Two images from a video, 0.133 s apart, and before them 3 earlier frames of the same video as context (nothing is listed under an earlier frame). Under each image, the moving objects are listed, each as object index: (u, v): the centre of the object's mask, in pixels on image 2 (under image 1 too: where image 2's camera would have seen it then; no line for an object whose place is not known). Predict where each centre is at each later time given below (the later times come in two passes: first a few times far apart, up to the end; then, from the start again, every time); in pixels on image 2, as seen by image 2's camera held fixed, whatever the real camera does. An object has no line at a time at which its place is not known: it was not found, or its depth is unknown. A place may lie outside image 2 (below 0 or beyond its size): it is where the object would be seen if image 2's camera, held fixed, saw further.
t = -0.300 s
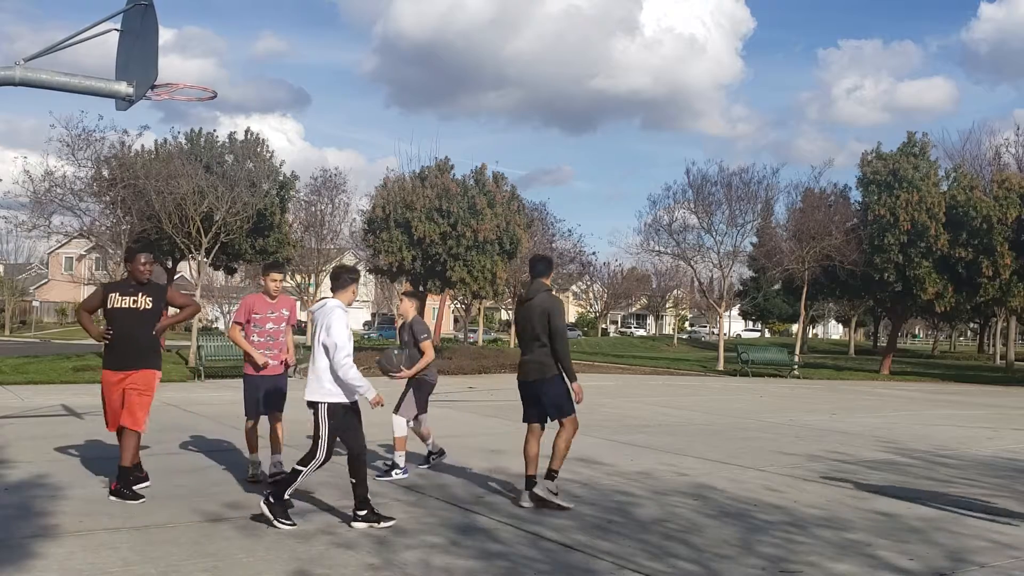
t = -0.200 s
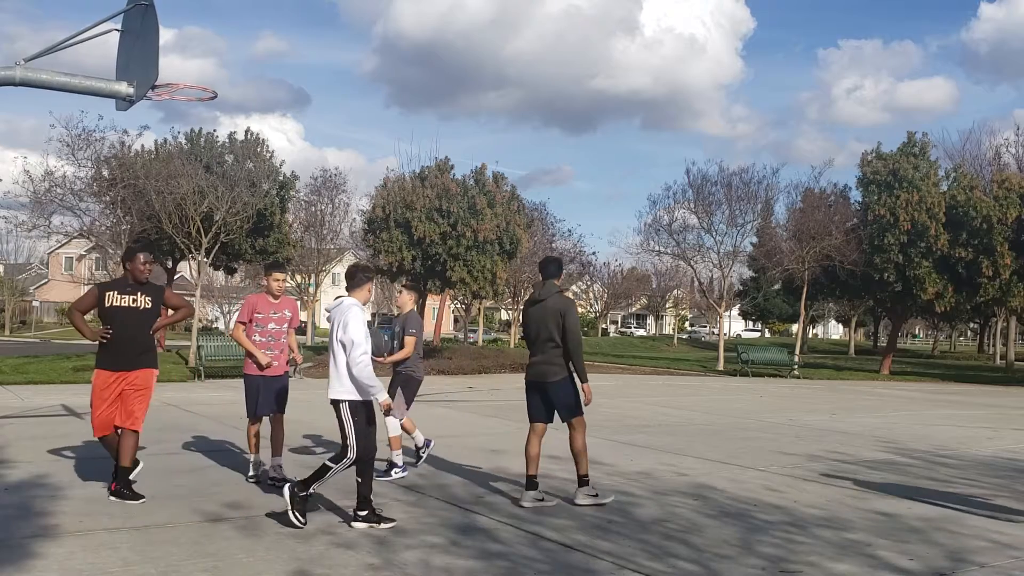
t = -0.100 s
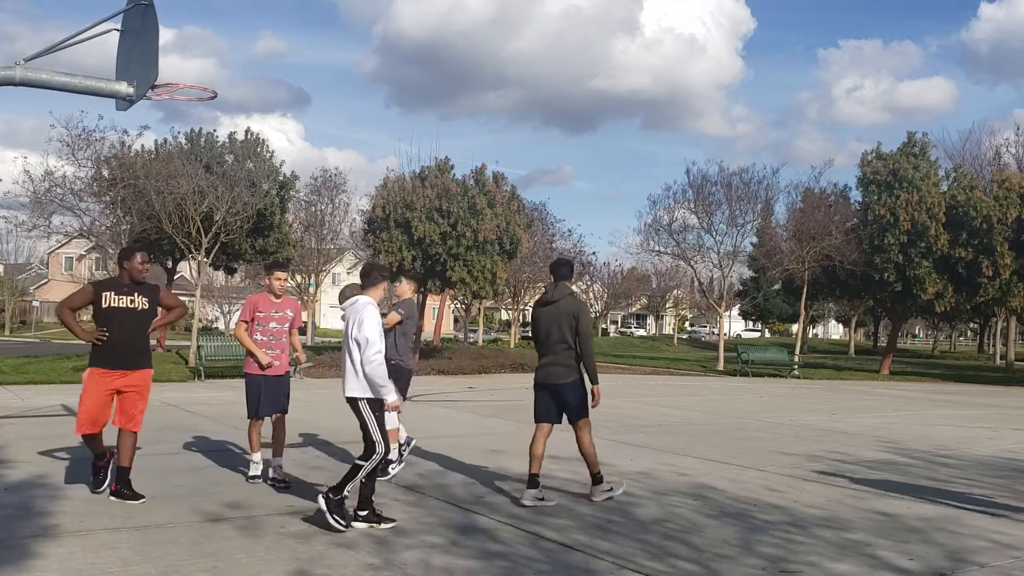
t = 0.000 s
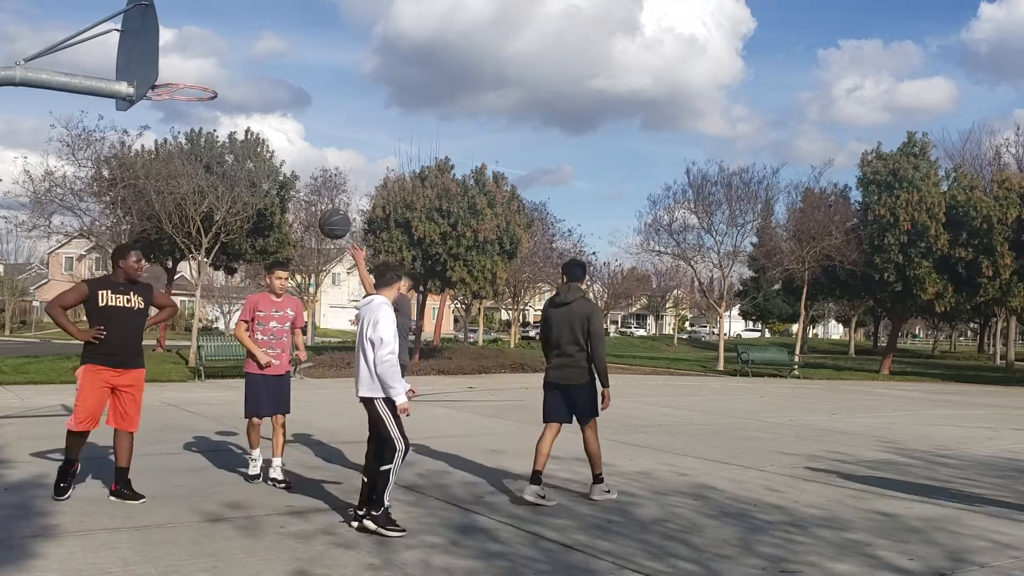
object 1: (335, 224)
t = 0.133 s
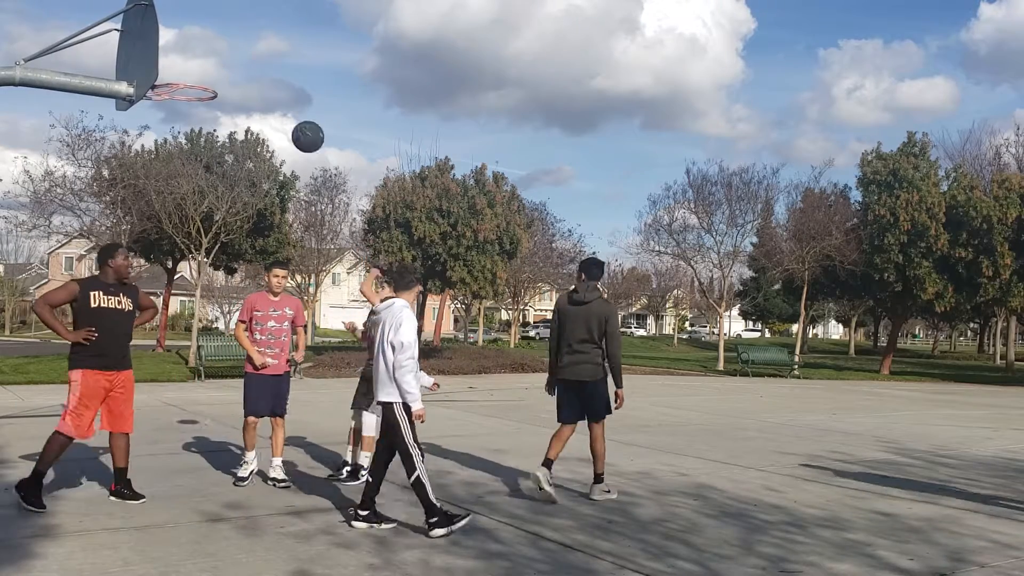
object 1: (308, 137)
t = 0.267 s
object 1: (280, 72)
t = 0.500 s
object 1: (231, 15)
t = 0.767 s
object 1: (174, 34)
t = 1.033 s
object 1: (188, 49)
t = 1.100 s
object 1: (195, 44)
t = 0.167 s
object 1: (301, 118)
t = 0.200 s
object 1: (294, 101)
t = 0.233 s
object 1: (287, 86)
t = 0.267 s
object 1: (280, 72)
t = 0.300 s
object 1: (273, 60)
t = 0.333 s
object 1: (267, 49)
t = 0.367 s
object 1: (260, 39)
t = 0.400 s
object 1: (253, 31)
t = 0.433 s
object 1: (246, 24)
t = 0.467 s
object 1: (239, 18)
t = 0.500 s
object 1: (231, 15)
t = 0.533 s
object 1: (224, 13)
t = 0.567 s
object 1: (217, 12)
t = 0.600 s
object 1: (210, 13)
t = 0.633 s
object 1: (203, 14)
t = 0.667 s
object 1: (195, 16)
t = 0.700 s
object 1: (188, 20)
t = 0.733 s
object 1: (180, 26)
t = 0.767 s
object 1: (174, 34)
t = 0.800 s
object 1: (170, 43)
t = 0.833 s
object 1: (169, 50)
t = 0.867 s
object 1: (171, 57)
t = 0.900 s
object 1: (174, 64)
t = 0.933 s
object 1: (177, 66)
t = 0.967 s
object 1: (180, 59)
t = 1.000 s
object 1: (184, 53)
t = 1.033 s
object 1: (188, 49)
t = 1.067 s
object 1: (191, 46)
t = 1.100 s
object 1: (195, 44)
